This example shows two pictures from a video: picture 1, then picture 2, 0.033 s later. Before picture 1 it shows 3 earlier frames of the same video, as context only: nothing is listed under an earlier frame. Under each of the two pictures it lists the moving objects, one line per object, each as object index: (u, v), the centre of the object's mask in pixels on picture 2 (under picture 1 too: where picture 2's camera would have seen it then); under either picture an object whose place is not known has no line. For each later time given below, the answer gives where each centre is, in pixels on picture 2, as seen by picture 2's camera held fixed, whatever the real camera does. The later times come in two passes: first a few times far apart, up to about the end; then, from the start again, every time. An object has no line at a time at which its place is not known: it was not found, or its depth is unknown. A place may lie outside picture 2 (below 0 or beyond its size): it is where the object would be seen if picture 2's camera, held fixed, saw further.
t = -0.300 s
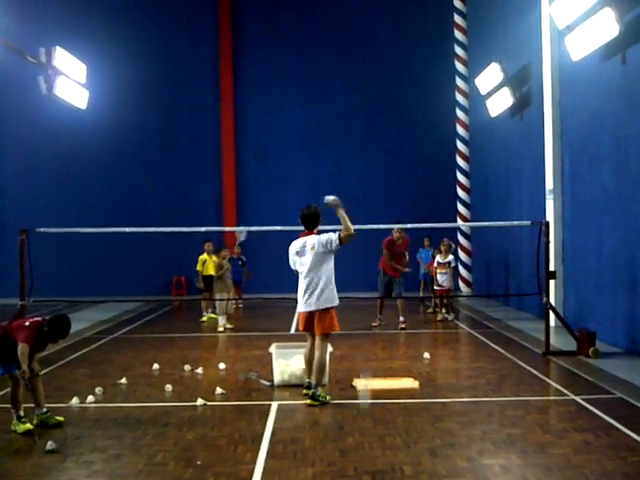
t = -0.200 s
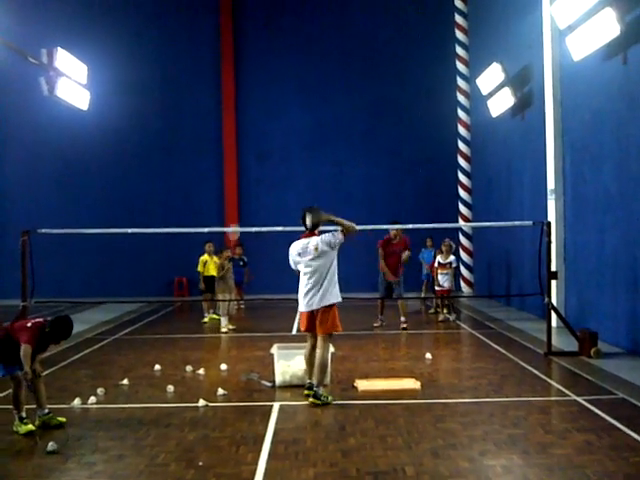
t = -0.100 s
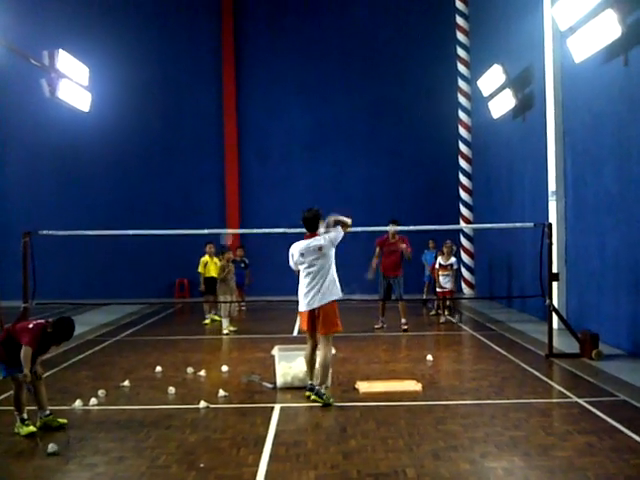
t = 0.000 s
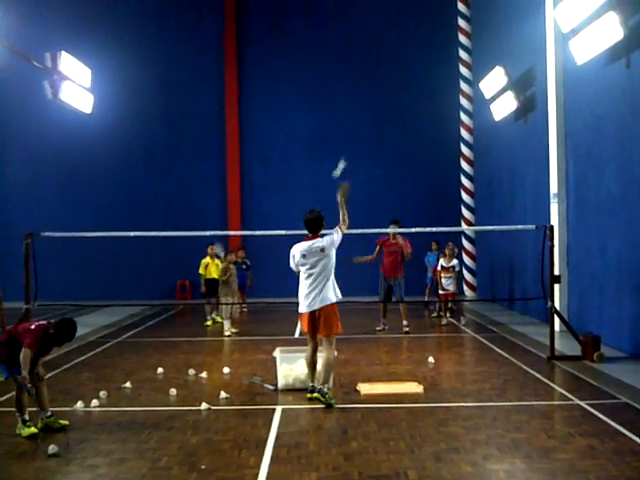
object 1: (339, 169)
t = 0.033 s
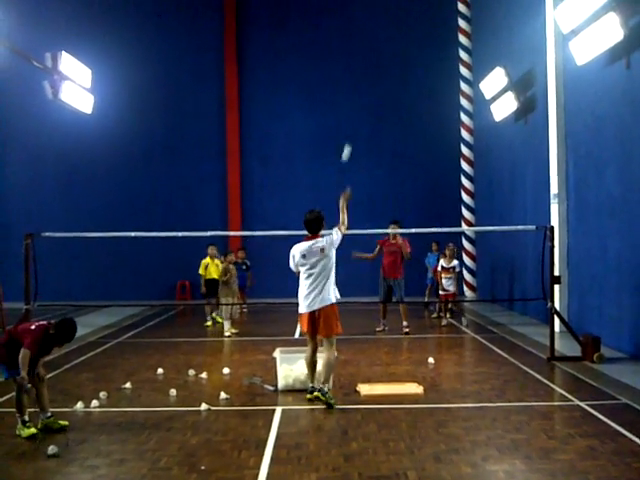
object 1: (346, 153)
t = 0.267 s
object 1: (368, 91)
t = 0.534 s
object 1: (383, 95)
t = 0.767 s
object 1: (393, 135)
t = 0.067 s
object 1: (350, 137)
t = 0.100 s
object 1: (353, 125)
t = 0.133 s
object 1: (356, 114)
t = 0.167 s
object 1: (359, 106)
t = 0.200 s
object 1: (363, 99)
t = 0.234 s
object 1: (365, 95)
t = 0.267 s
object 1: (368, 91)
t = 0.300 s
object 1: (369, 88)
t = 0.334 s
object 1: (371, 86)
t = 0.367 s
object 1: (373, 86)
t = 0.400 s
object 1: (375, 86)
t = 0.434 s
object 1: (376, 87)
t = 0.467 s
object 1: (379, 89)
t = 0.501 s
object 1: (381, 92)
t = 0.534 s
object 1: (383, 95)
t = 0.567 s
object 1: (384, 99)
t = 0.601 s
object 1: (386, 104)
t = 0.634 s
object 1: (387, 109)
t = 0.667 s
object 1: (389, 115)
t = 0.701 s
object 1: (391, 121)
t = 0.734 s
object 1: (392, 128)
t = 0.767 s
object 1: (393, 135)
